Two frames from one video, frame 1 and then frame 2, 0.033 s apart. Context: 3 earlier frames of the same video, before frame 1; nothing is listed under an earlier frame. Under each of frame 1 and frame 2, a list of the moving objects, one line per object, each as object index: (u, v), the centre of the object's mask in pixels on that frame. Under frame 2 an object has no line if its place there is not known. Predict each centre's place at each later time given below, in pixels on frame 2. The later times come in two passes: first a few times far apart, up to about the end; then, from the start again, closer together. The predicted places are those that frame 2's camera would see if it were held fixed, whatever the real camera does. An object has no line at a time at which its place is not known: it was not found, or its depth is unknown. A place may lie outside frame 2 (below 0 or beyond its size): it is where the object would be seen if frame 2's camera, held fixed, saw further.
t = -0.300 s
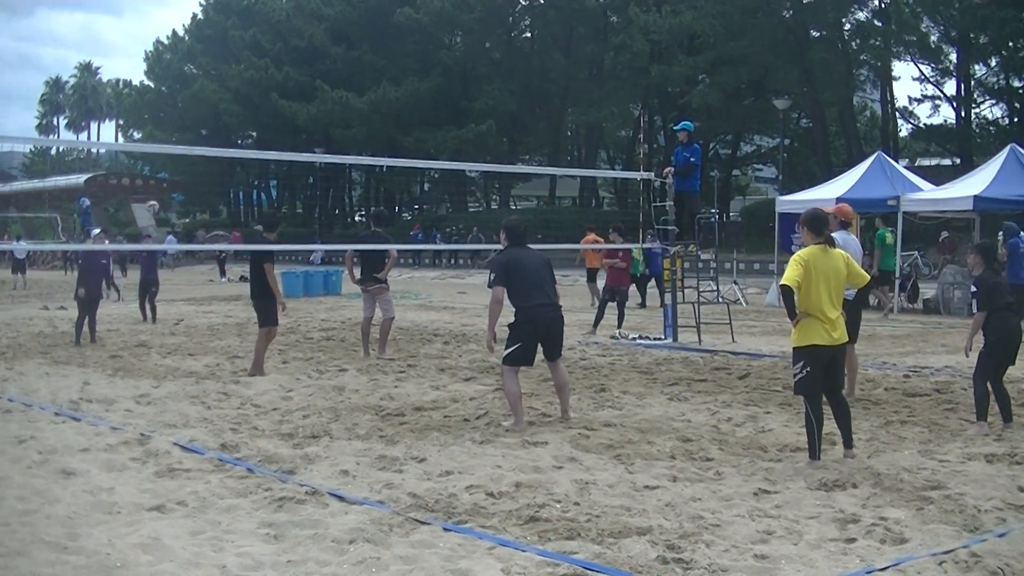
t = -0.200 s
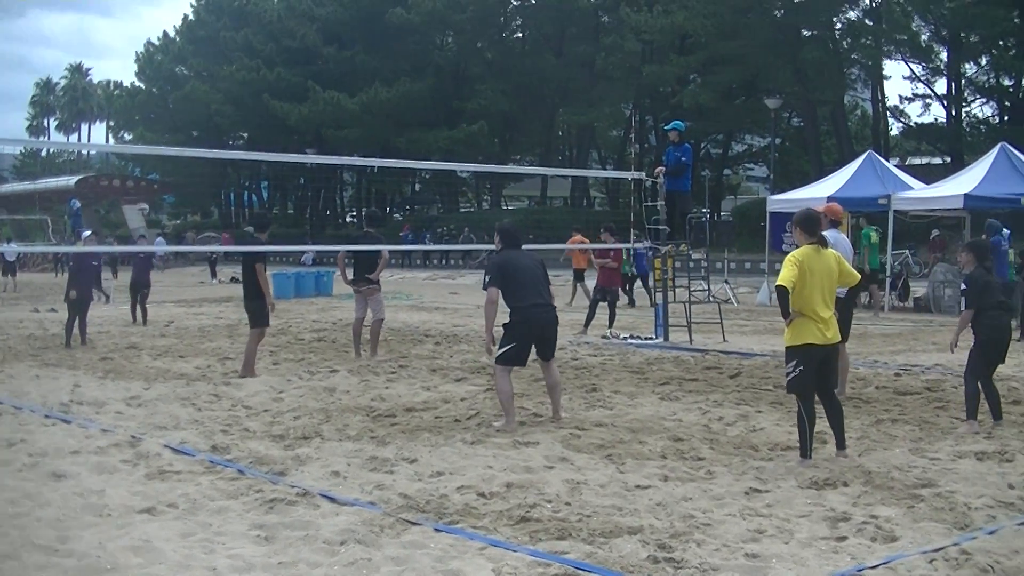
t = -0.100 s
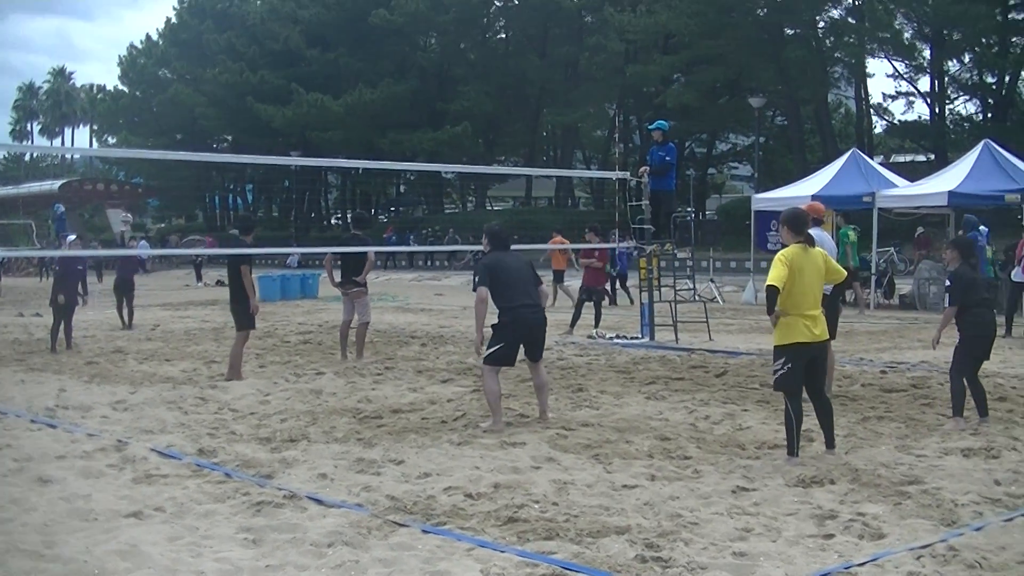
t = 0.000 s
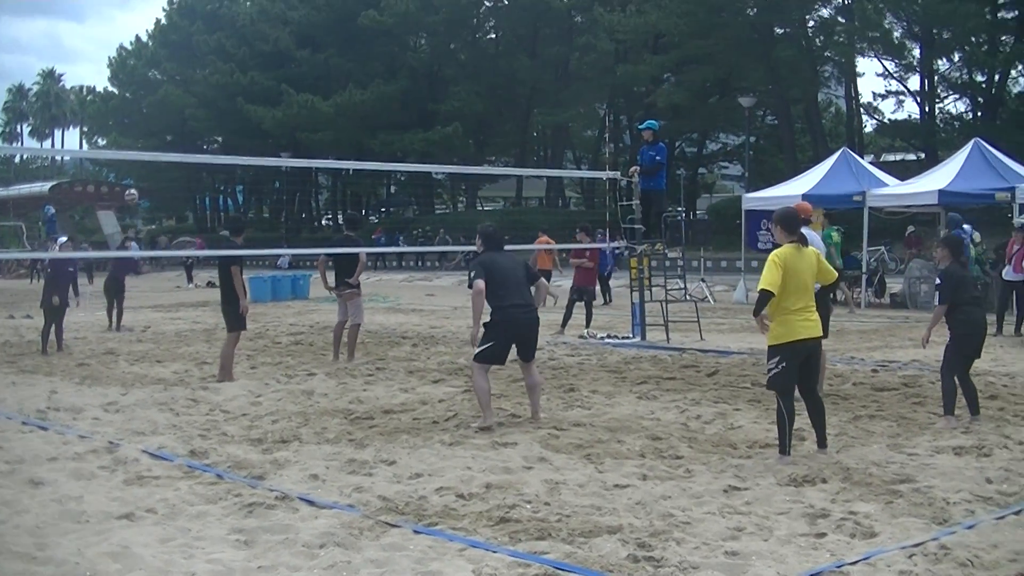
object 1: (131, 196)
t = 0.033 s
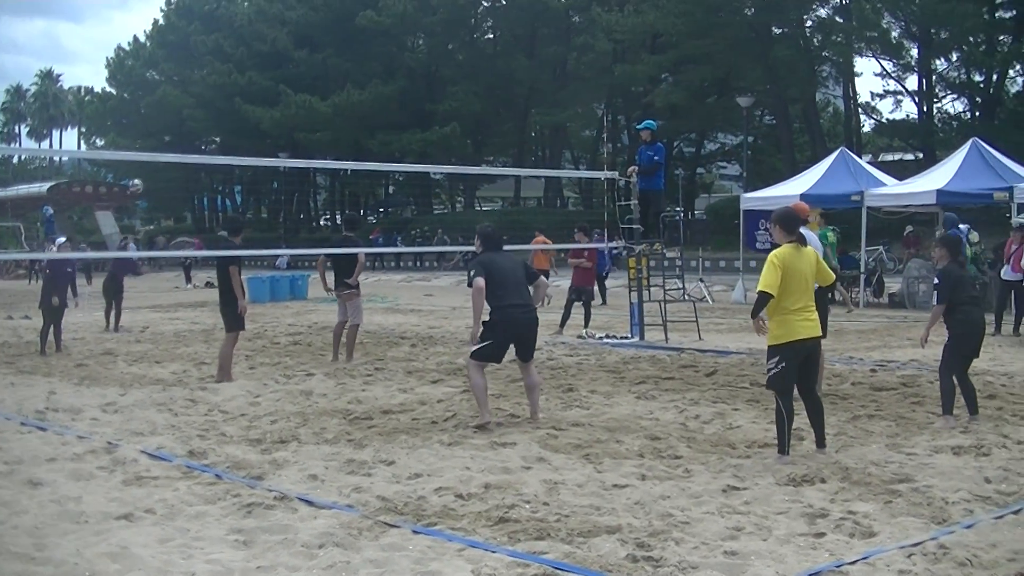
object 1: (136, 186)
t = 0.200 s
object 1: (172, 140)
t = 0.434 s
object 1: (237, 98)
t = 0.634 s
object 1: (316, 93)
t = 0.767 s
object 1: (376, 111)
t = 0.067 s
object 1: (142, 176)
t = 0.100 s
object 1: (149, 167)
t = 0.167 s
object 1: (164, 147)
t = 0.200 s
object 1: (172, 140)
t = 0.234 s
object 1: (180, 132)
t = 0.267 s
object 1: (188, 125)
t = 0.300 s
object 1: (197, 119)
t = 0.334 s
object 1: (206, 112)
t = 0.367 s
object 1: (216, 107)
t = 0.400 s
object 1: (226, 102)
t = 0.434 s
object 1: (237, 98)
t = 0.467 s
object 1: (249, 95)
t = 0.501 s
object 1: (262, 93)
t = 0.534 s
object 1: (274, 91)
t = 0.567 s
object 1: (288, 91)
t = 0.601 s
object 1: (302, 91)
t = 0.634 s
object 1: (316, 93)
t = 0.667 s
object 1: (331, 96)
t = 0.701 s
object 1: (345, 99)
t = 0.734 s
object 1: (361, 104)
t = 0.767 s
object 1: (376, 111)
